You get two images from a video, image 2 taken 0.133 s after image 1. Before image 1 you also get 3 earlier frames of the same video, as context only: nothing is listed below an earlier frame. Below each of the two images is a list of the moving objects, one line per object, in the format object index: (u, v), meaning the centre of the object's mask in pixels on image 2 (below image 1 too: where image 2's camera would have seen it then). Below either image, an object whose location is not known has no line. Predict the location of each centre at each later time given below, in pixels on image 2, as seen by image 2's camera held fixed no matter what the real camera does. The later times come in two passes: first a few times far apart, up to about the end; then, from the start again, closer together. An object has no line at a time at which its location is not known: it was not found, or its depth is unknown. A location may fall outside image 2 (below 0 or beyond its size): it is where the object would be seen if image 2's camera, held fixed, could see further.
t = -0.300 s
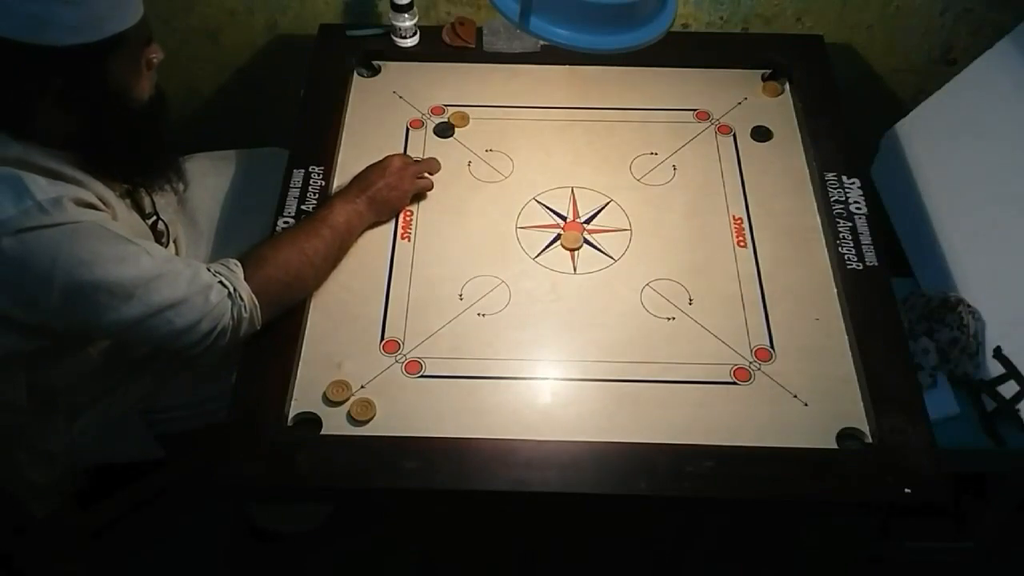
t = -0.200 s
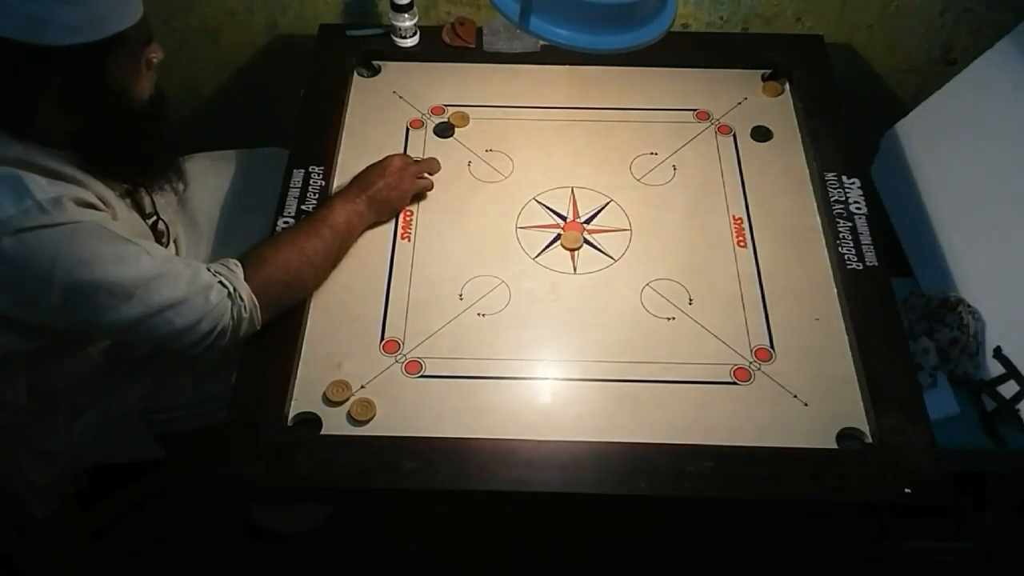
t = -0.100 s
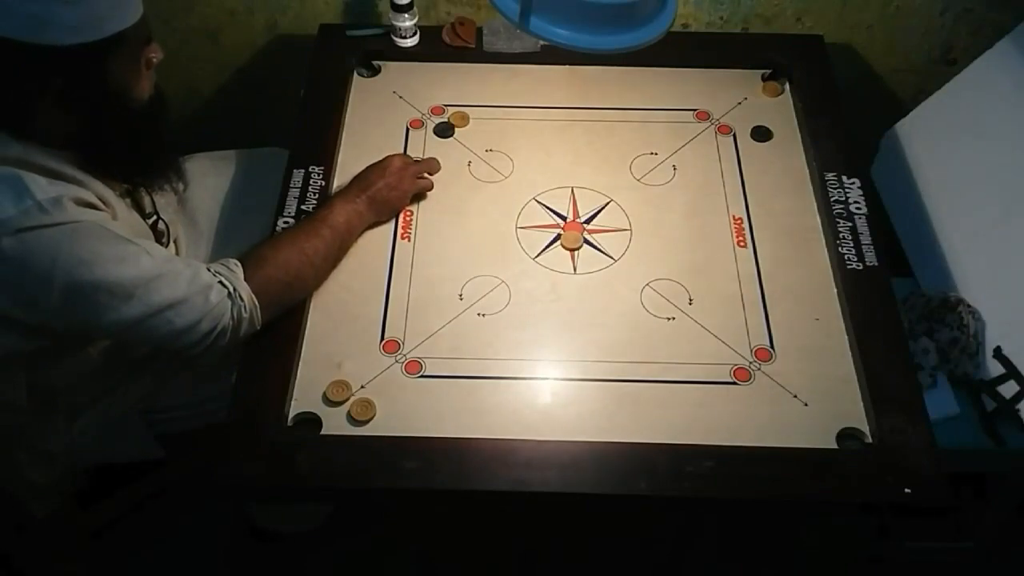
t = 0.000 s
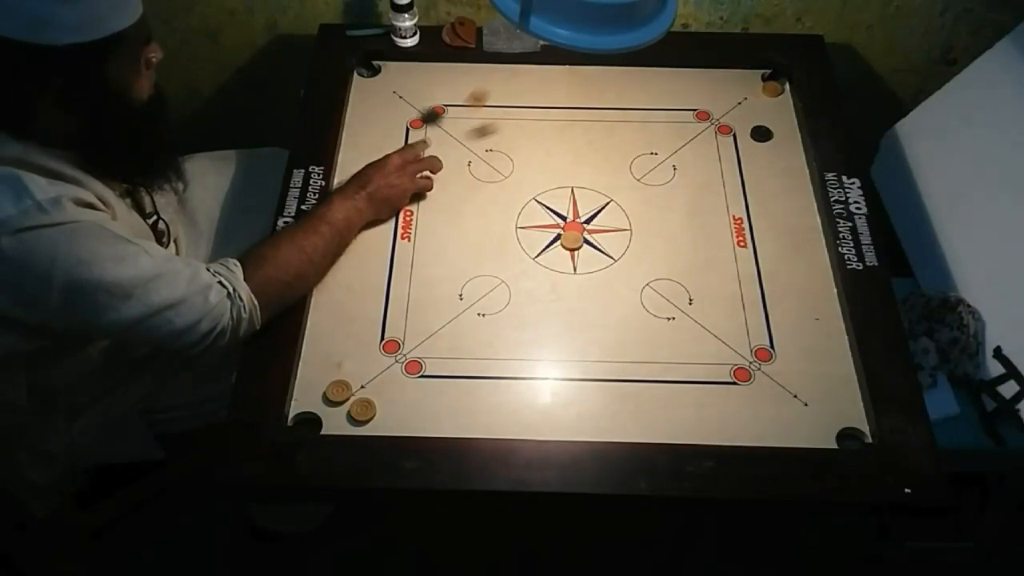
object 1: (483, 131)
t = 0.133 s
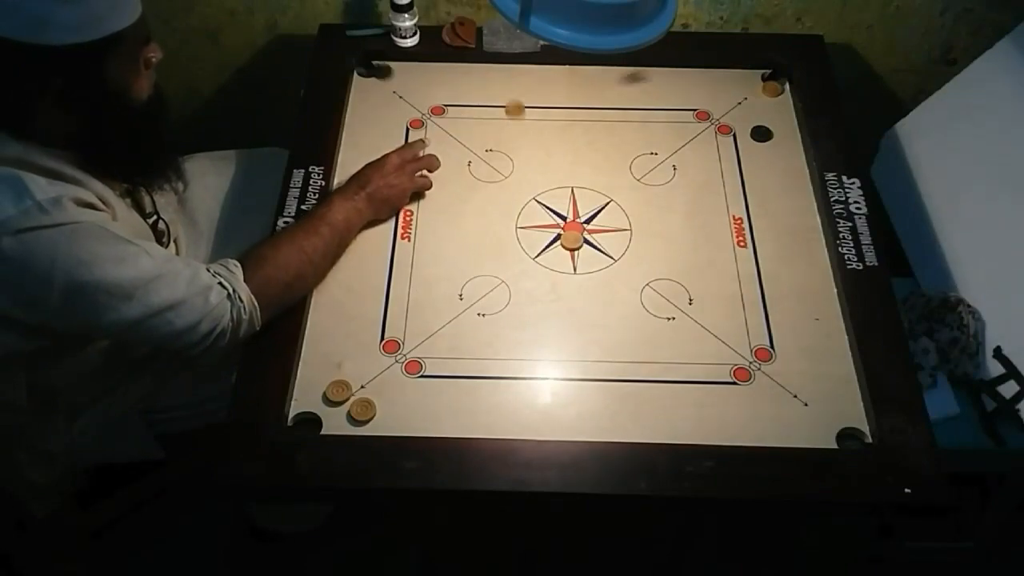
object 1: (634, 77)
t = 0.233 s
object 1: (738, 104)
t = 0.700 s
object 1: (691, 177)
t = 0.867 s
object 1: (681, 185)
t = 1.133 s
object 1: (679, 190)
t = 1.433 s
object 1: (680, 190)
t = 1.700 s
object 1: (680, 190)
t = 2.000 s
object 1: (680, 190)
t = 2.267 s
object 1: (680, 190)
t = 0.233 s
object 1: (738, 104)
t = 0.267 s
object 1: (773, 117)
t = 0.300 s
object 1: (776, 129)
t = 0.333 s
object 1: (766, 134)
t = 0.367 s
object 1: (756, 140)
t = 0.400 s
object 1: (747, 144)
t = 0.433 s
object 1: (738, 149)
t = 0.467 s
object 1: (730, 153)
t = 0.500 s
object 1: (723, 157)
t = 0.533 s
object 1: (716, 161)
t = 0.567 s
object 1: (710, 165)
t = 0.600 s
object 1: (705, 168)
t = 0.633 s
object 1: (699, 172)
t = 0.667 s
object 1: (695, 175)
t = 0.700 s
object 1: (691, 177)
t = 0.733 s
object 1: (688, 179)
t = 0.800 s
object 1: (683, 184)
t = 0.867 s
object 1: (681, 185)
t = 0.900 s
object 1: (680, 186)
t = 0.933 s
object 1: (678, 187)
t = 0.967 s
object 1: (678, 188)
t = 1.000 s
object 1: (678, 189)
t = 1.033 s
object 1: (678, 189)
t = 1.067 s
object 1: (679, 190)
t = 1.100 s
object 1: (679, 190)
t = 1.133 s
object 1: (679, 190)
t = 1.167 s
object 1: (680, 190)
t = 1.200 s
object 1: (680, 190)
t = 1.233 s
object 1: (680, 190)
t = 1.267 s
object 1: (680, 190)
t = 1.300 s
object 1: (680, 190)
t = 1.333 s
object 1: (680, 190)
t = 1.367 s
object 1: (680, 190)
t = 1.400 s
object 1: (680, 190)
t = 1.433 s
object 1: (680, 190)
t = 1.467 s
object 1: (680, 190)
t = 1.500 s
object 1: (680, 190)
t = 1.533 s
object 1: (680, 190)
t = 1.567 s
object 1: (680, 190)
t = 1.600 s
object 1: (680, 190)
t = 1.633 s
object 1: (680, 190)
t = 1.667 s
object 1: (680, 190)
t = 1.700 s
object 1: (680, 190)
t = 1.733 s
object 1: (680, 190)
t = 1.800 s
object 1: (680, 190)
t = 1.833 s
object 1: (680, 190)
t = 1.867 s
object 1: (680, 190)
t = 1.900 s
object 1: (680, 190)
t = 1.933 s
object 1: (680, 190)
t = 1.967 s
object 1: (680, 190)
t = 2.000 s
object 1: (680, 190)
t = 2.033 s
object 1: (680, 190)
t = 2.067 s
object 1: (680, 190)
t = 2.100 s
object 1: (680, 190)
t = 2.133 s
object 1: (680, 190)
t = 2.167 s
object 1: (680, 190)
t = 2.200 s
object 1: (680, 190)
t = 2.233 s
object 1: (680, 190)
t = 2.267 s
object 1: (680, 190)
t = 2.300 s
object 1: (680, 190)
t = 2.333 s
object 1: (680, 190)
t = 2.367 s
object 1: (680, 190)
